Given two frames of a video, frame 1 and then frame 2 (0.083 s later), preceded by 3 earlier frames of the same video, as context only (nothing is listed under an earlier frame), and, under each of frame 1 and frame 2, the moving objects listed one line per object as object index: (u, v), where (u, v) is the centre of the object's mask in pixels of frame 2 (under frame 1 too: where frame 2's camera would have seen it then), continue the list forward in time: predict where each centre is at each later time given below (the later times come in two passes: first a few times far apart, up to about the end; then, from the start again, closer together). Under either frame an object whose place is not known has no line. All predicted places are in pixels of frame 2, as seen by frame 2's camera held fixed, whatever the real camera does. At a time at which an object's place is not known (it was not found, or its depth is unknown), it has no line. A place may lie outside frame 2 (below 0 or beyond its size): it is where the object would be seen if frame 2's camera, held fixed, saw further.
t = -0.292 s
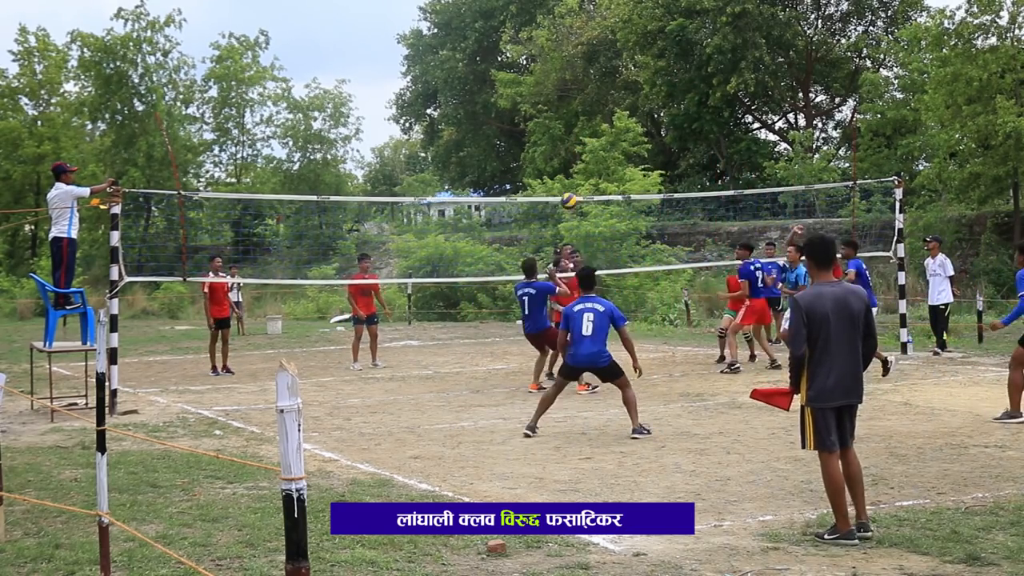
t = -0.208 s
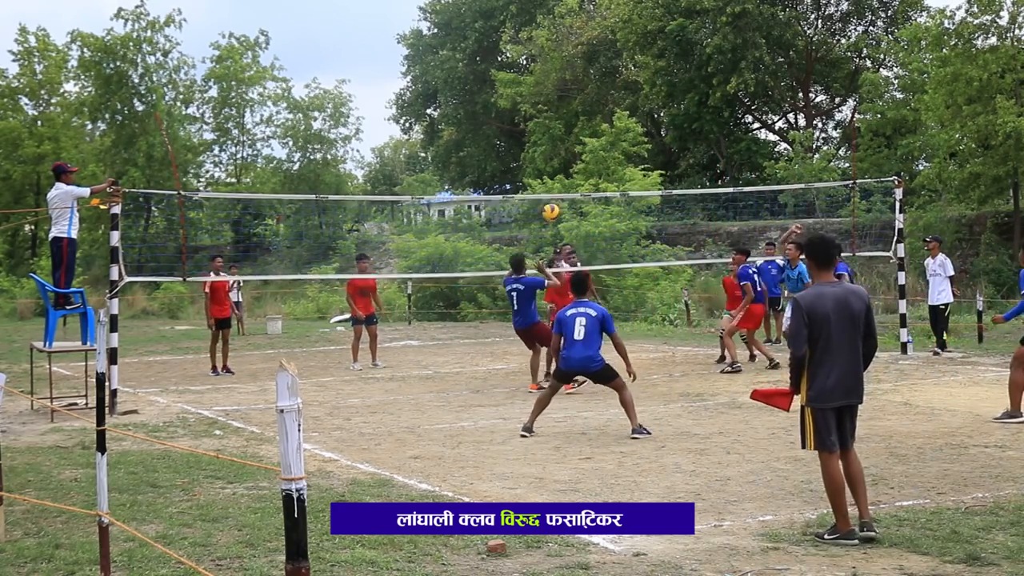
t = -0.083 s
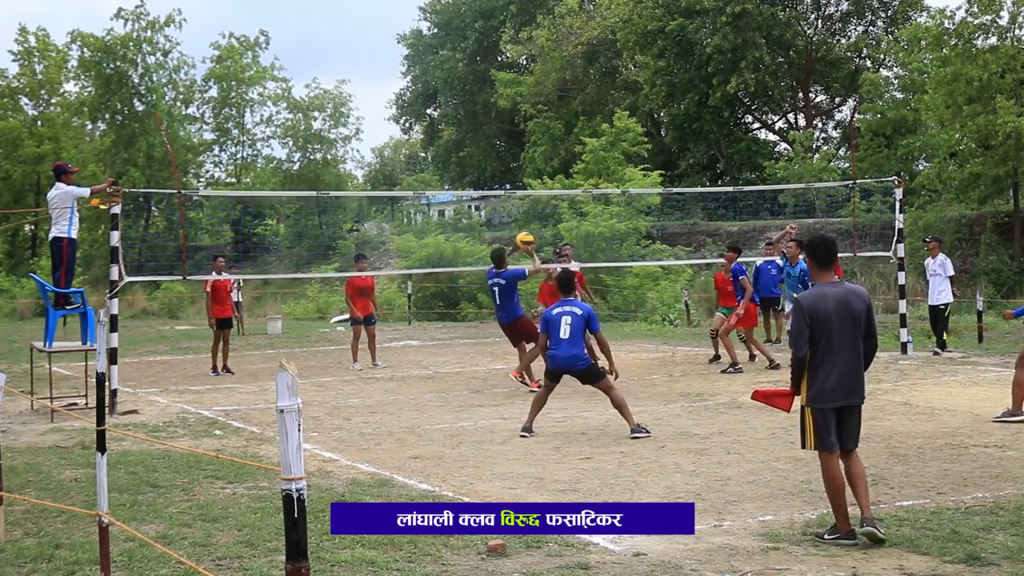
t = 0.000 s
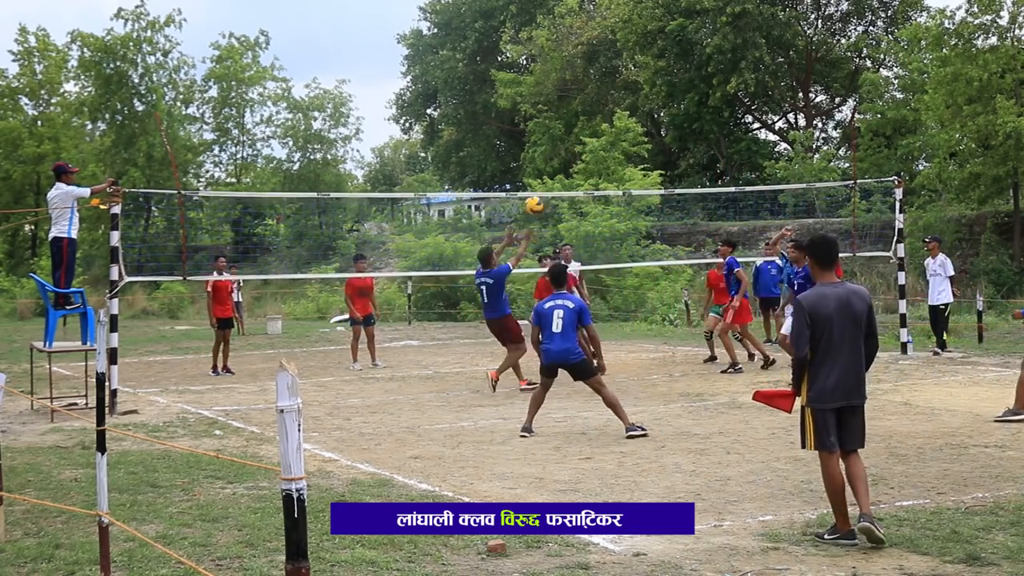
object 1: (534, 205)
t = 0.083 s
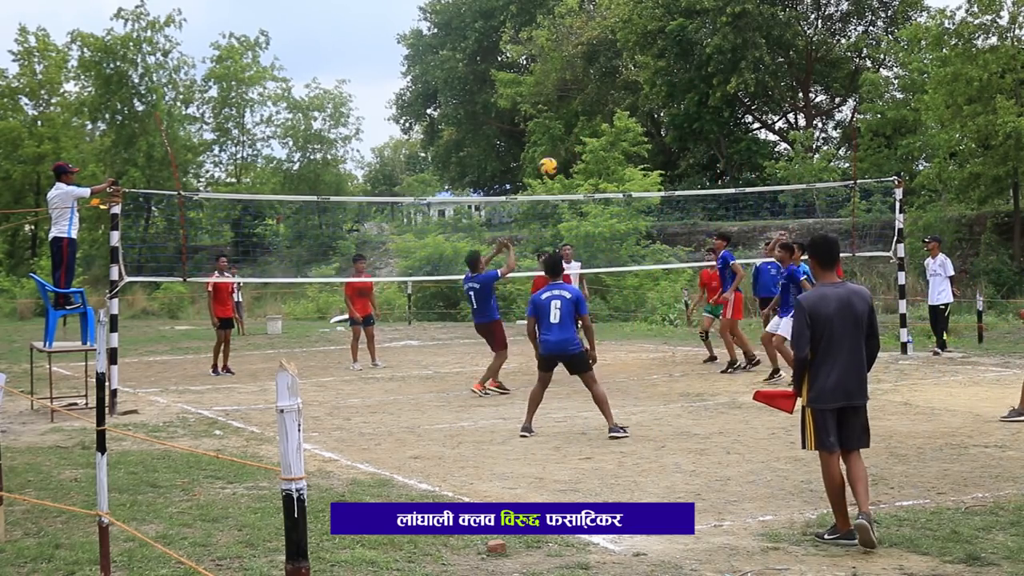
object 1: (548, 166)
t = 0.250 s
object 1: (578, 106)
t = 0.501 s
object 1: (623, 61)
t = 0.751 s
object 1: (669, 68)
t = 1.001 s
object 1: (716, 126)
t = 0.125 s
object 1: (555, 149)
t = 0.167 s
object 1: (563, 133)
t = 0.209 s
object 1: (570, 119)
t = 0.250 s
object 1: (578, 106)
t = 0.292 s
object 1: (585, 95)
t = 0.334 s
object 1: (593, 85)
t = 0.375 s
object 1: (600, 77)
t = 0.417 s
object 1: (608, 70)
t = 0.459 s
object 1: (616, 65)
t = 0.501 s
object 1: (623, 61)
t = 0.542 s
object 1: (631, 59)
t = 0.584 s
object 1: (638, 58)
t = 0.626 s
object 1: (646, 58)
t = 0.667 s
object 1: (653, 59)
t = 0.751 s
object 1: (669, 68)
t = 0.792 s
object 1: (677, 74)
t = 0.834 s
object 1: (685, 81)
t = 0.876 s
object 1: (693, 90)
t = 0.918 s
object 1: (701, 101)
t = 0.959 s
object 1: (709, 113)
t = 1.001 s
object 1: (716, 126)
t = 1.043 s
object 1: (724, 141)
